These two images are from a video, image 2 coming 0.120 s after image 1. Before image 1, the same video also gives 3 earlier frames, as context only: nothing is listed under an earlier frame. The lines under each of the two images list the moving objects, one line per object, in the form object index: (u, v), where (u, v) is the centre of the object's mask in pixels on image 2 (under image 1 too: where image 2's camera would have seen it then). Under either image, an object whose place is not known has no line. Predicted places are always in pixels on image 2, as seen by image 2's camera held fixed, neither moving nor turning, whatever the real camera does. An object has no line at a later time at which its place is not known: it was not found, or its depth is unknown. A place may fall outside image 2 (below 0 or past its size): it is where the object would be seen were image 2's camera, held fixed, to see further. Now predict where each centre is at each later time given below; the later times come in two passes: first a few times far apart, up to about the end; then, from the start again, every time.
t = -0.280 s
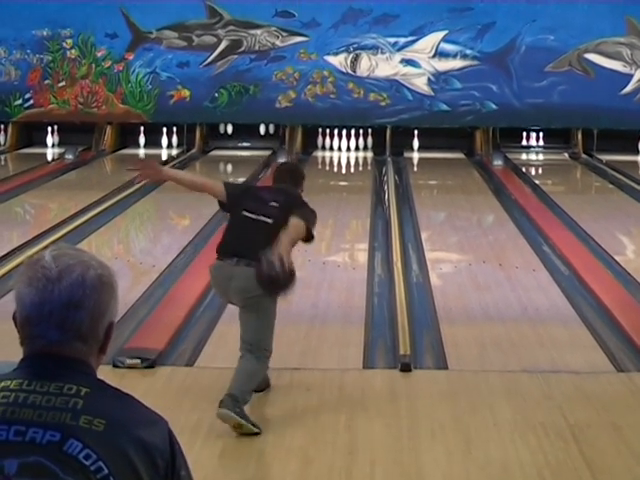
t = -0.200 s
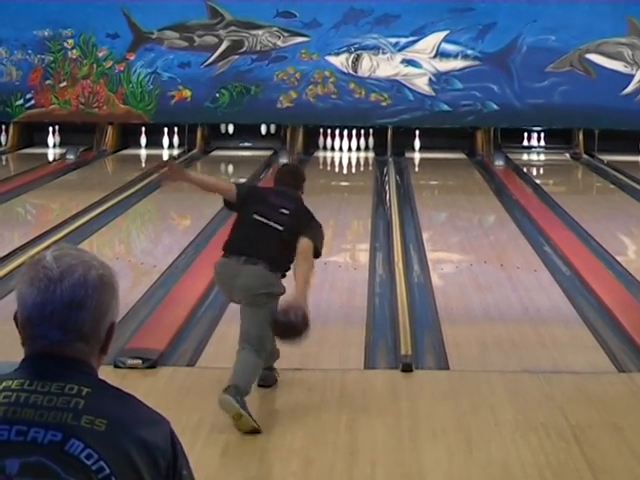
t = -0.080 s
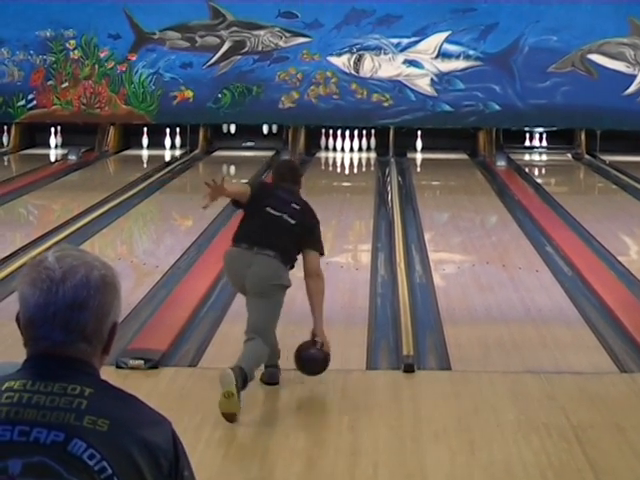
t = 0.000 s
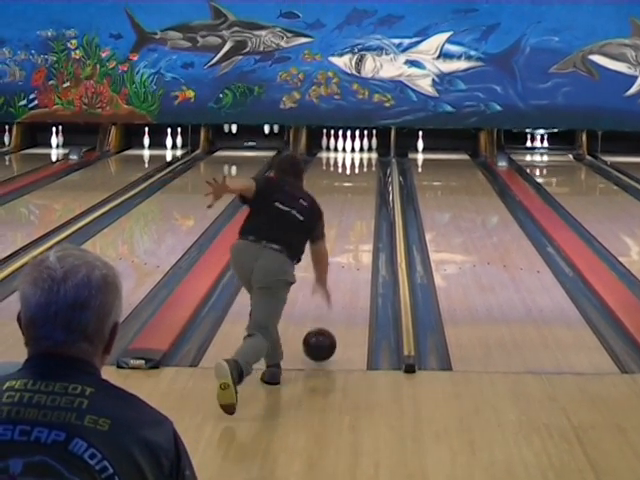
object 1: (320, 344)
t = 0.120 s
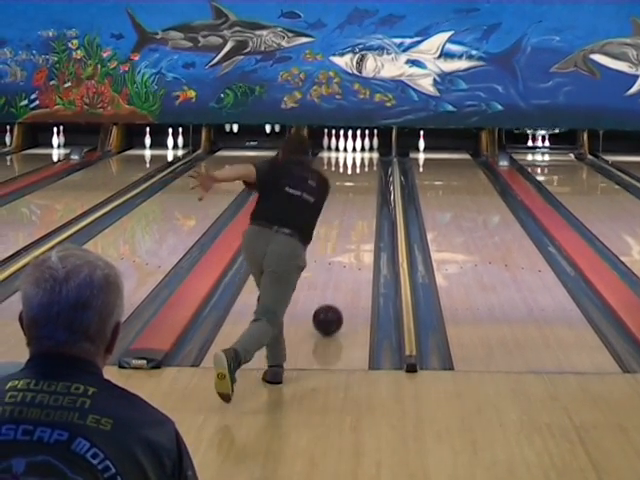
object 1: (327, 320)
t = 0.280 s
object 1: (334, 289)
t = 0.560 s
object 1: (343, 249)
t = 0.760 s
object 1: (348, 228)
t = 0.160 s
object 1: (329, 311)
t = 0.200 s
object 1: (331, 304)
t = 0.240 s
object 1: (333, 297)
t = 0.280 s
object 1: (334, 289)
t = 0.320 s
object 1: (336, 283)
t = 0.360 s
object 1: (337, 277)
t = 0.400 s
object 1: (338, 271)
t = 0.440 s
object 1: (340, 265)
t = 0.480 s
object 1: (341, 259)
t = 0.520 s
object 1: (342, 254)
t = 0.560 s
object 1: (343, 249)
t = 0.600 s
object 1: (344, 245)
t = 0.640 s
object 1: (345, 241)
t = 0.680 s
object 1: (346, 236)
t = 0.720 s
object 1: (347, 232)
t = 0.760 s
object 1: (348, 228)
